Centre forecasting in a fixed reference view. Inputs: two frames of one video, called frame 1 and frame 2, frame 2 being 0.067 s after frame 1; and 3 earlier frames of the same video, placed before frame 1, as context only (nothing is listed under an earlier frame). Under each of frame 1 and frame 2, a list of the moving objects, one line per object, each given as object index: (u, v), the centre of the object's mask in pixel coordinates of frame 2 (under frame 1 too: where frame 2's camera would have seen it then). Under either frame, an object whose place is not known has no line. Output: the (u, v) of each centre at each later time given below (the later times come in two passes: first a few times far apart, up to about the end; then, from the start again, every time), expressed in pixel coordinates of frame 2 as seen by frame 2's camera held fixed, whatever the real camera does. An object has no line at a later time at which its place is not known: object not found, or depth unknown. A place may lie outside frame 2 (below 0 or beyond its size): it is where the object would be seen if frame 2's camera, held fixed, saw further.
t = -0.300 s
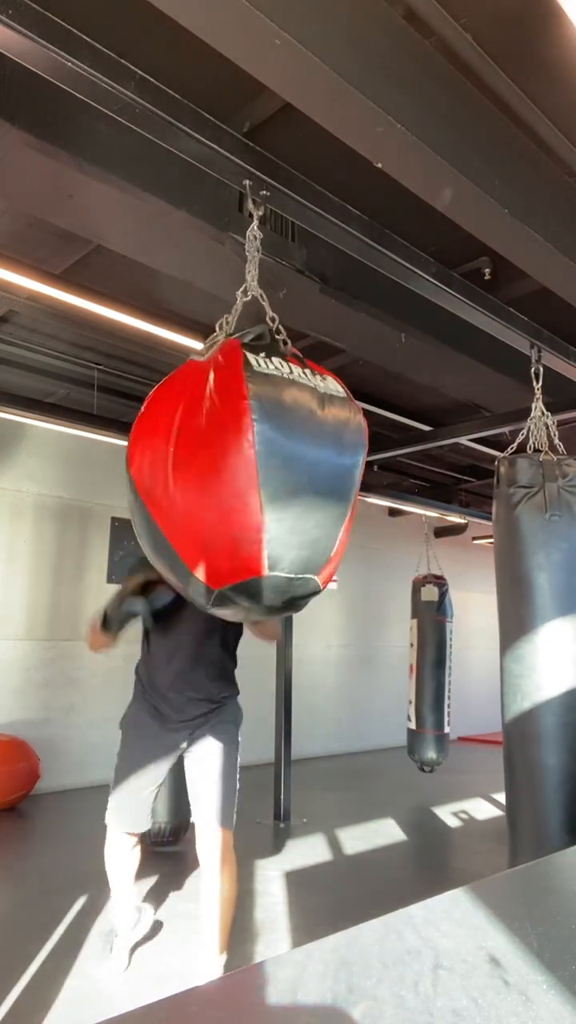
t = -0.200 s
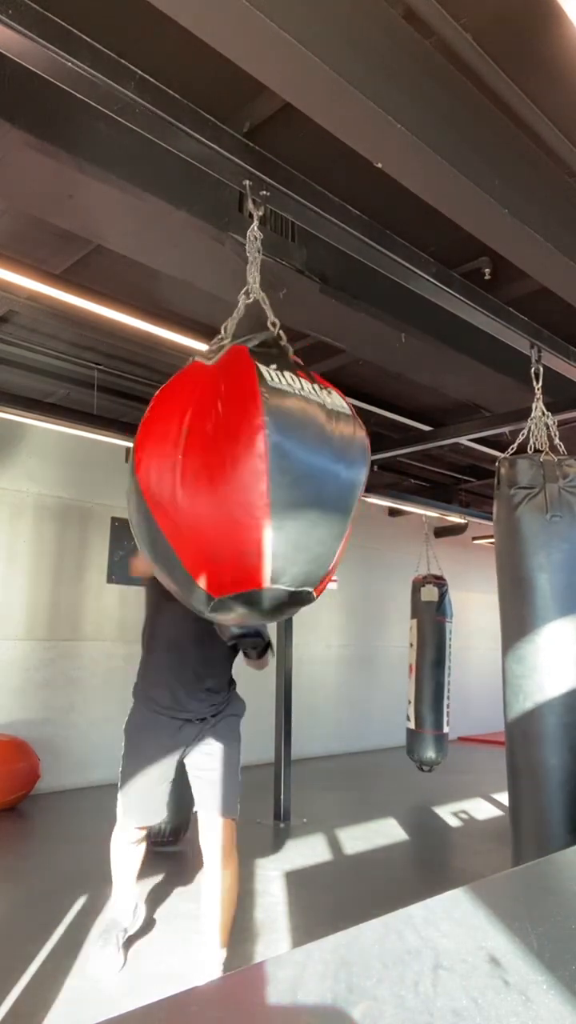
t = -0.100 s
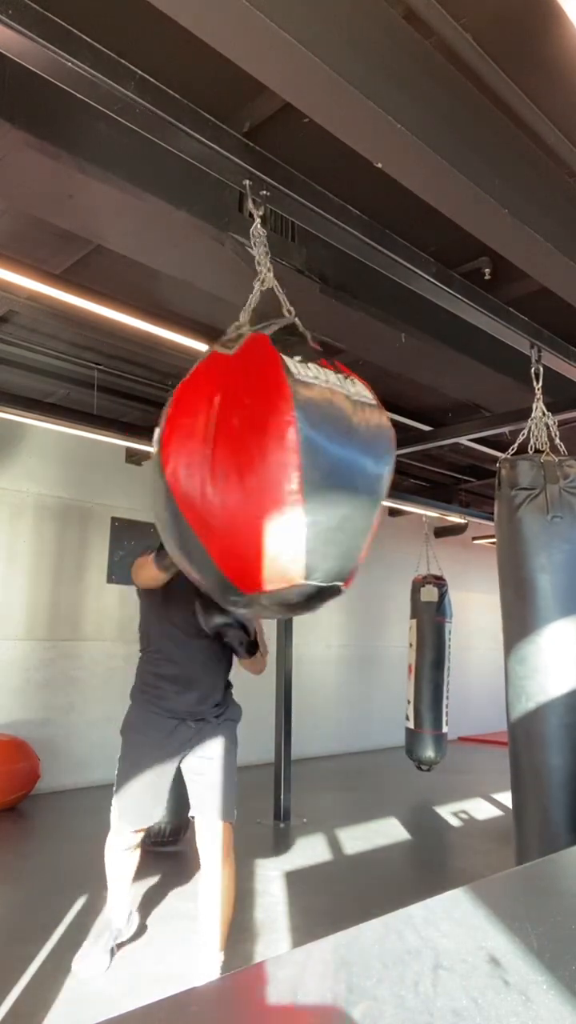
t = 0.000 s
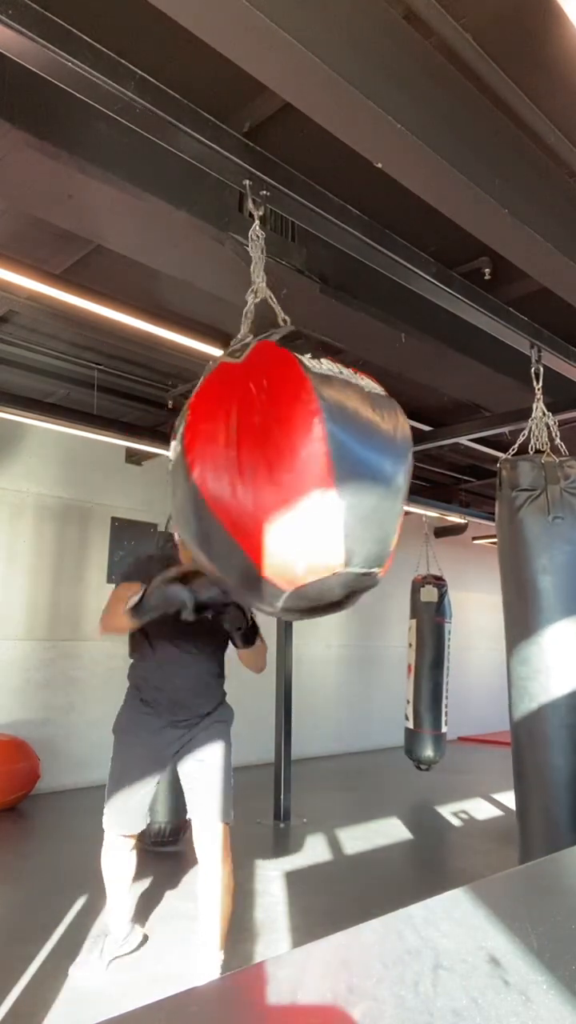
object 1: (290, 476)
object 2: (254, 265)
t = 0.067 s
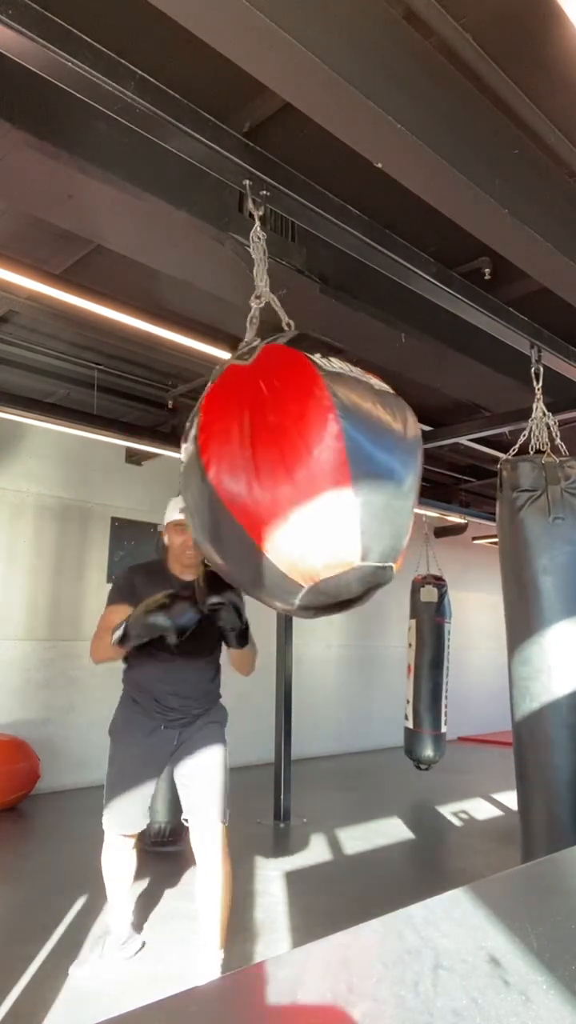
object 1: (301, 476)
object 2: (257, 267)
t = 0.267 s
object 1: (316, 483)
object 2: (262, 273)
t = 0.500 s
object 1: (295, 499)
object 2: (258, 283)
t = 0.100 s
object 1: (306, 478)
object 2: (259, 268)
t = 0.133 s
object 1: (310, 480)
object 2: (262, 269)
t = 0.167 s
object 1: (313, 480)
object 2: (263, 269)
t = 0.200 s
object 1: (315, 480)
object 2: (263, 269)
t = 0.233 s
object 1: (316, 481)
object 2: (262, 271)
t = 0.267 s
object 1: (316, 483)
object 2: (262, 273)
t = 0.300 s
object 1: (315, 486)
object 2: (262, 276)
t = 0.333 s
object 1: (313, 490)
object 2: (263, 277)
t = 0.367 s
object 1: (311, 493)
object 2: (262, 279)
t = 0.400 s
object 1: (307, 494)
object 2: (261, 280)
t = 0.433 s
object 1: (303, 496)
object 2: (259, 283)
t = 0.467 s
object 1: (299, 497)
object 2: (259, 285)
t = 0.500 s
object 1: (295, 499)
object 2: (258, 283)
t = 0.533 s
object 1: (290, 499)
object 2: (258, 286)
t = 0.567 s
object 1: (284, 500)
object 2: (258, 282)
